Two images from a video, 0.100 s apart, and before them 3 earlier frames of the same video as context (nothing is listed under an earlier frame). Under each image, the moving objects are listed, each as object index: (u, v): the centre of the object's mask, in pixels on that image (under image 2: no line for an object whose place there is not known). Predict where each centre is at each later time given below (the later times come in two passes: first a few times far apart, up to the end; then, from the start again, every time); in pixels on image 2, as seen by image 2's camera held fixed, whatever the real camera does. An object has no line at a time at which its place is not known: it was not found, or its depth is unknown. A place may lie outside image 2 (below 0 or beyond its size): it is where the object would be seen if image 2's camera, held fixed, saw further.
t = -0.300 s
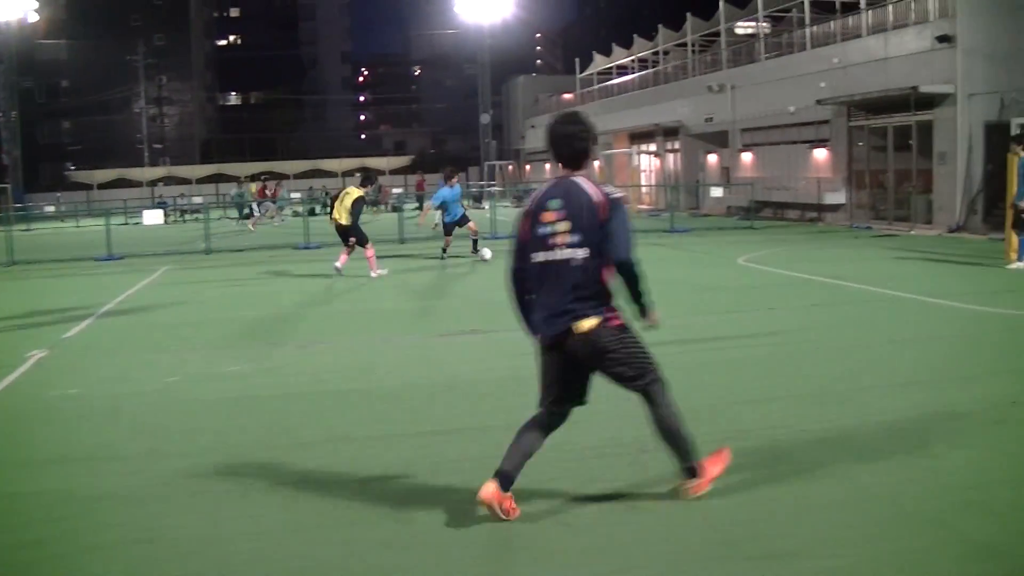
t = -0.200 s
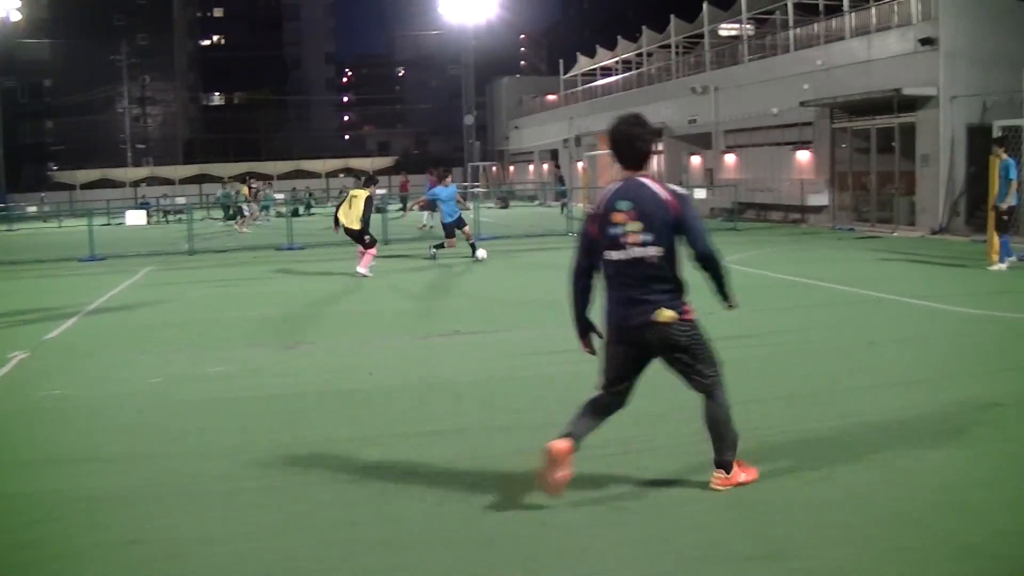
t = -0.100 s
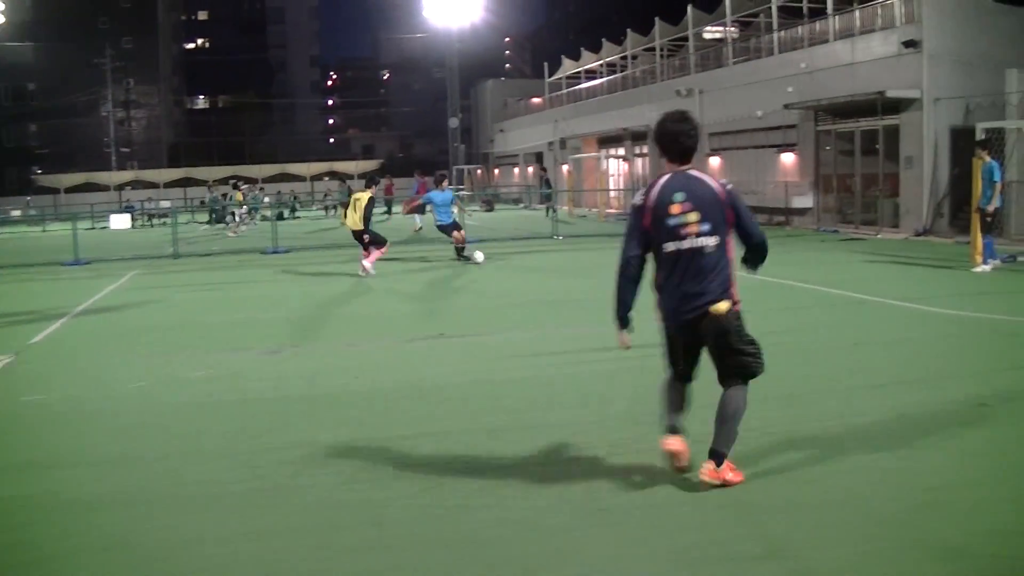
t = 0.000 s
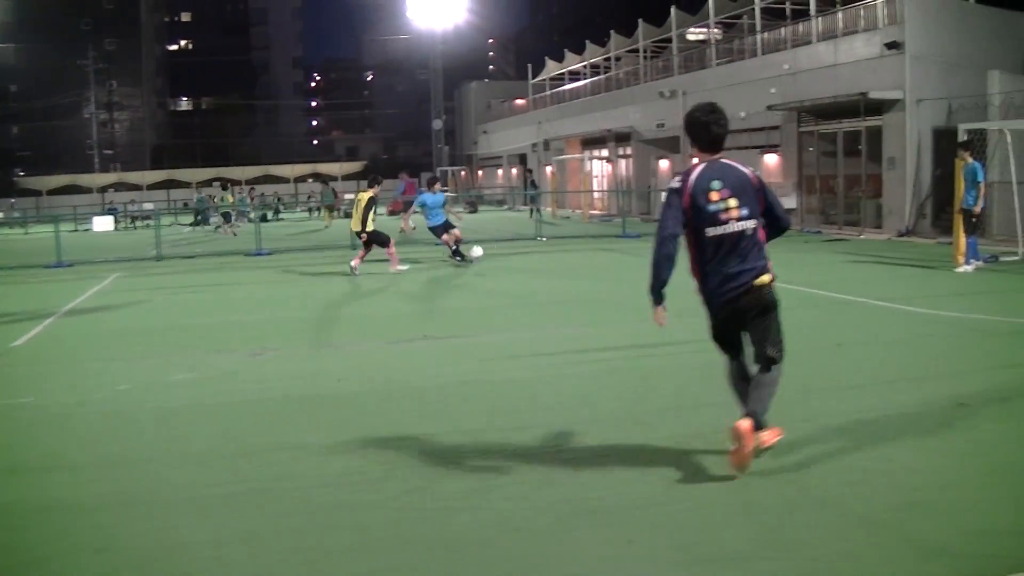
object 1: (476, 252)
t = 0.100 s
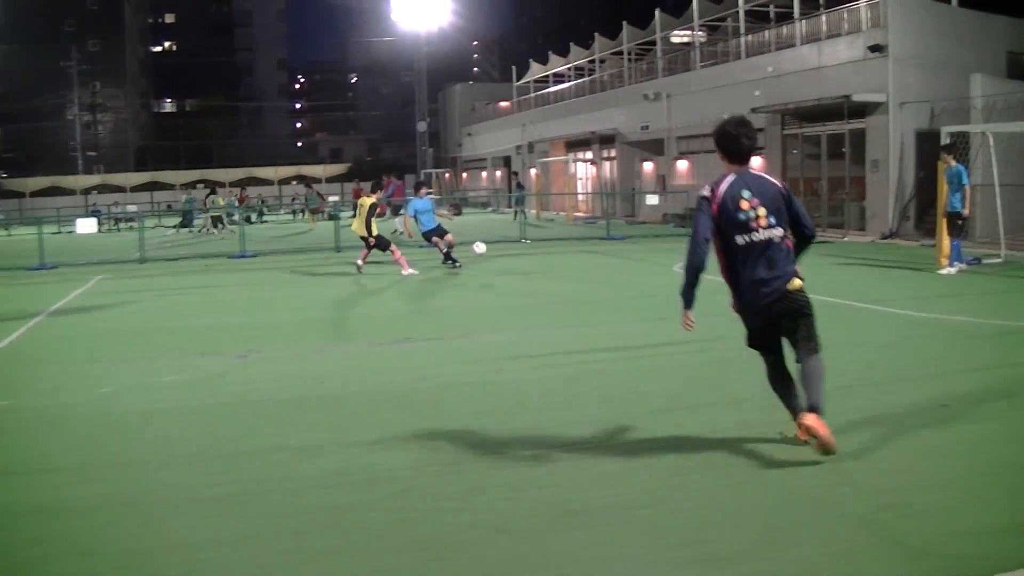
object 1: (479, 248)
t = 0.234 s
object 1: (506, 250)
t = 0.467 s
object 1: (566, 293)
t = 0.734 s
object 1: (632, 306)
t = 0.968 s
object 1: (699, 326)
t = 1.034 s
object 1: (722, 339)
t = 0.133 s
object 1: (486, 248)
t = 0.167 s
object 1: (492, 248)
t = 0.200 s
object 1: (499, 248)
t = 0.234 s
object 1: (506, 250)
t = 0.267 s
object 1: (514, 253)
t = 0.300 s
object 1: (522, 257)
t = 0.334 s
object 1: (530, 261)
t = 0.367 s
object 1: (539, 267)
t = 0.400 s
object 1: (547, 275)
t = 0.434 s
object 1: (556, 283)
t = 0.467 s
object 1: (566, 293)
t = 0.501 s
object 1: (573, 293)
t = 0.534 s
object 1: (581, 291)
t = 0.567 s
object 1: (588, 291)
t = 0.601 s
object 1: (597, 291)
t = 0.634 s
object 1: (605, 293)
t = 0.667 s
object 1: (613, 296)
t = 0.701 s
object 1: (622, 301)
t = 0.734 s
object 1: (632, 306)
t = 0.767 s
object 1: (642, 314)
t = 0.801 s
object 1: (652, 319)
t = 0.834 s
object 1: (661, 318)
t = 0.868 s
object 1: (670, 317)
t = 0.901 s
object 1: (680, 318)
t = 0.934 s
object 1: (689, 322)
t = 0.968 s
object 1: (699, 326)
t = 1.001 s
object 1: (711, 331)
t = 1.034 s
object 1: (722, 339)
